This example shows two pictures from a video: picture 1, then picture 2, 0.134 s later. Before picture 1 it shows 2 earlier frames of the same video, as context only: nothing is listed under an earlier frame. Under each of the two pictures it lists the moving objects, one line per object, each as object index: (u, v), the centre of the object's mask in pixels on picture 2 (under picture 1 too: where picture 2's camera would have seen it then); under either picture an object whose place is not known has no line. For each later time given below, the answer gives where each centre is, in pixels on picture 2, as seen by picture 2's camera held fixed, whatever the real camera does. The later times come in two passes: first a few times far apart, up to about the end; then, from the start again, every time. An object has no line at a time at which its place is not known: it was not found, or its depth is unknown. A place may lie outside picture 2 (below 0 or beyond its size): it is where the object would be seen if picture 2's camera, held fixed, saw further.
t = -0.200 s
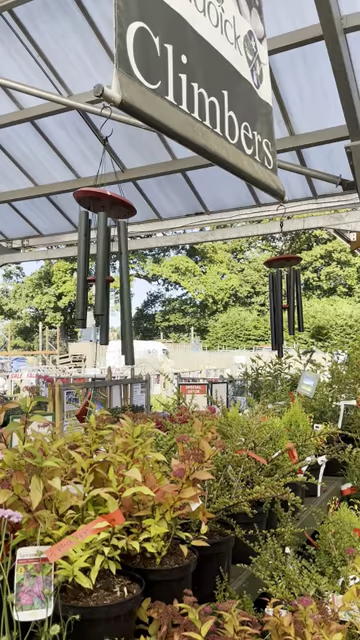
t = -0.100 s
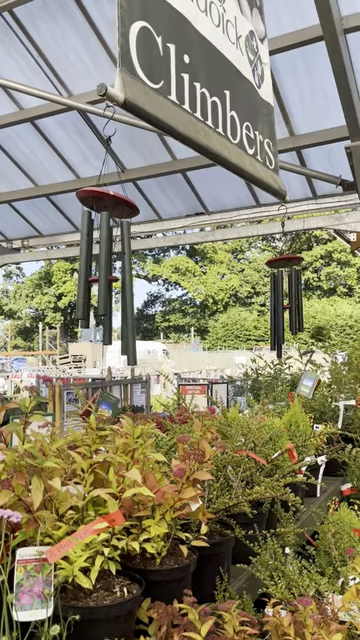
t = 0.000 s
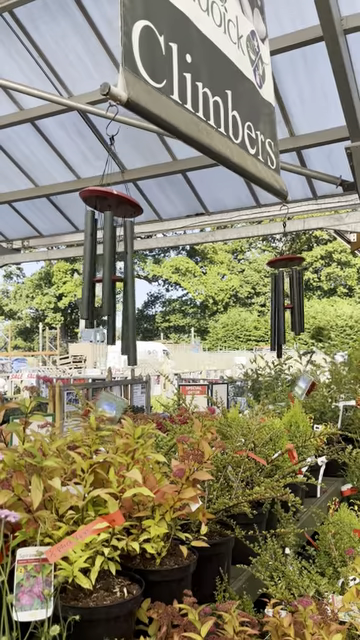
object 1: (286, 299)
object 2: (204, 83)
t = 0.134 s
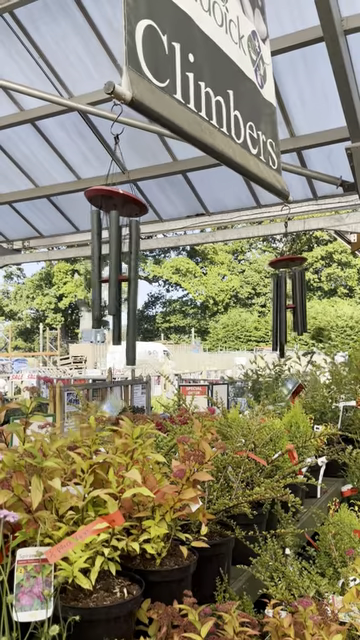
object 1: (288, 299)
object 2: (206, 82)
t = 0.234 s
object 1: (289, 298)
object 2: (207, 81)
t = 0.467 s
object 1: (288, 298)
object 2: (206, 81)
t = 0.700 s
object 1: (284, 299)
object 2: (203, 80)
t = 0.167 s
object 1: (288, 299)
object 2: (206, 82)
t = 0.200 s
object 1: (289, 299)
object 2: (206, 82)
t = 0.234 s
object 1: (289, 298)
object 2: (207, 81)
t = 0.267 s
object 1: (289, 298)
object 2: (207, 81)
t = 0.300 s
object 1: (289, 298)
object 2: (207, 81)
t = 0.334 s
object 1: (289, 298)
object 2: (207, 81)
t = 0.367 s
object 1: (289, 299)
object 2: (207, 81)
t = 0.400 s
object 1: (289, 298)
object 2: (207, 81)
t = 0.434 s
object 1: (289, 298)
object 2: (207, 80)
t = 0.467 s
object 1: (288, 298)
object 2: (206, 81)
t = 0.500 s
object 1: (288, 298)
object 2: (206, 80)
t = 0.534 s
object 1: (287, 299)
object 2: (206, 80)
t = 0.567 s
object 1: (286, 299)
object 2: (205, 80)
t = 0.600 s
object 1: (286, 299)
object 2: (205, 80)
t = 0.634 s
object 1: (285, 299)
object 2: (204, 80)
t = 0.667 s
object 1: (284, 299)
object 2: (204, 81)
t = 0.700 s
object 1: (284, 299)
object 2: (203, 80)
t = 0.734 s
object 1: (283, 299)
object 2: (203, 81)
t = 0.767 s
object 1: (282, 299)
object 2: (202, 80)
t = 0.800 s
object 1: (281, 299)
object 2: (201, 80)
